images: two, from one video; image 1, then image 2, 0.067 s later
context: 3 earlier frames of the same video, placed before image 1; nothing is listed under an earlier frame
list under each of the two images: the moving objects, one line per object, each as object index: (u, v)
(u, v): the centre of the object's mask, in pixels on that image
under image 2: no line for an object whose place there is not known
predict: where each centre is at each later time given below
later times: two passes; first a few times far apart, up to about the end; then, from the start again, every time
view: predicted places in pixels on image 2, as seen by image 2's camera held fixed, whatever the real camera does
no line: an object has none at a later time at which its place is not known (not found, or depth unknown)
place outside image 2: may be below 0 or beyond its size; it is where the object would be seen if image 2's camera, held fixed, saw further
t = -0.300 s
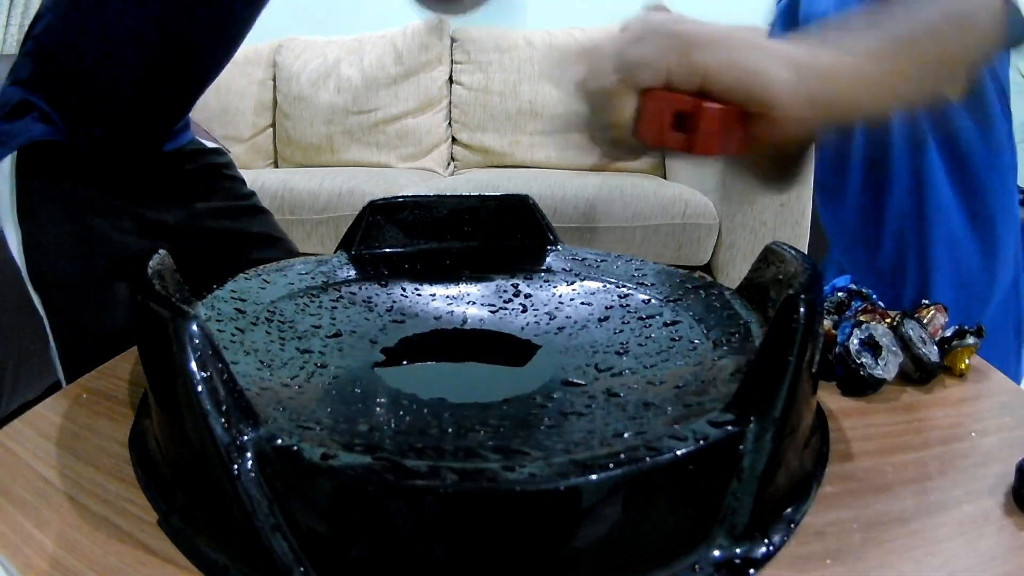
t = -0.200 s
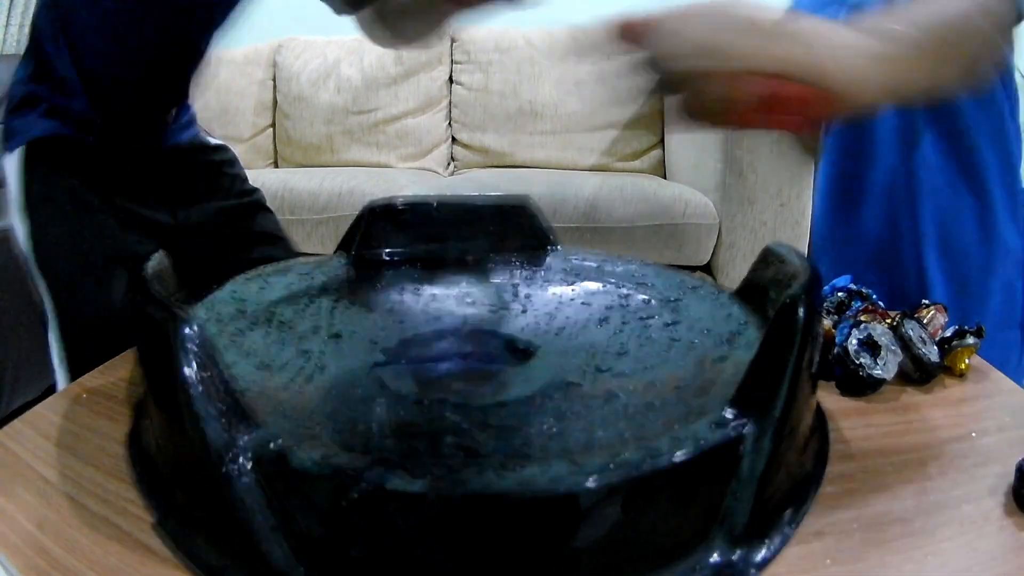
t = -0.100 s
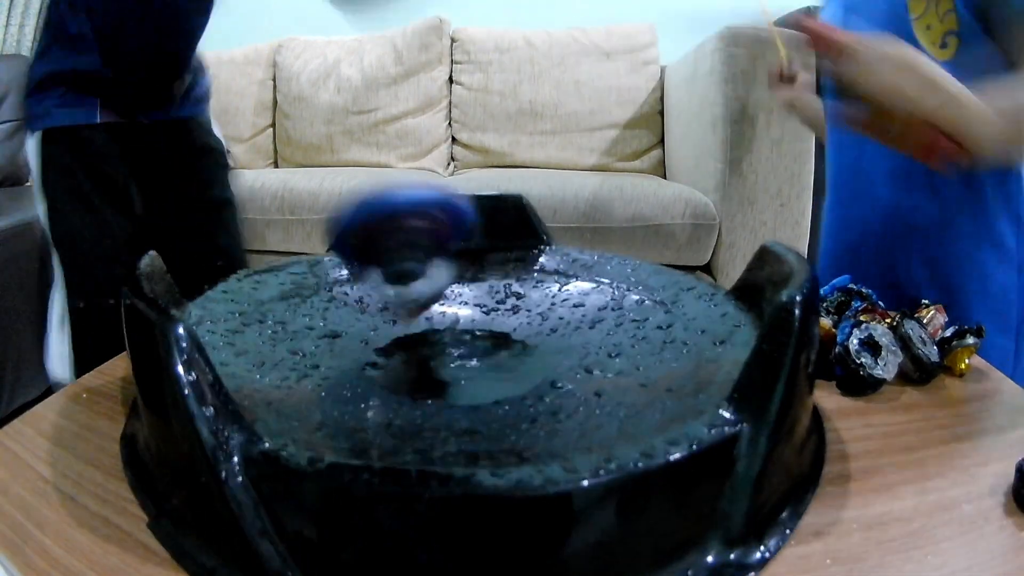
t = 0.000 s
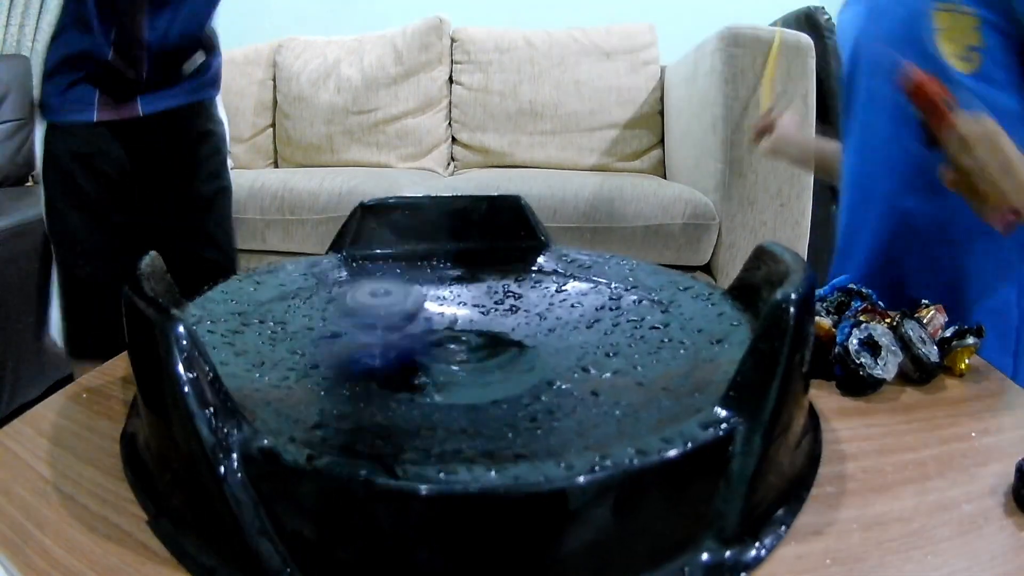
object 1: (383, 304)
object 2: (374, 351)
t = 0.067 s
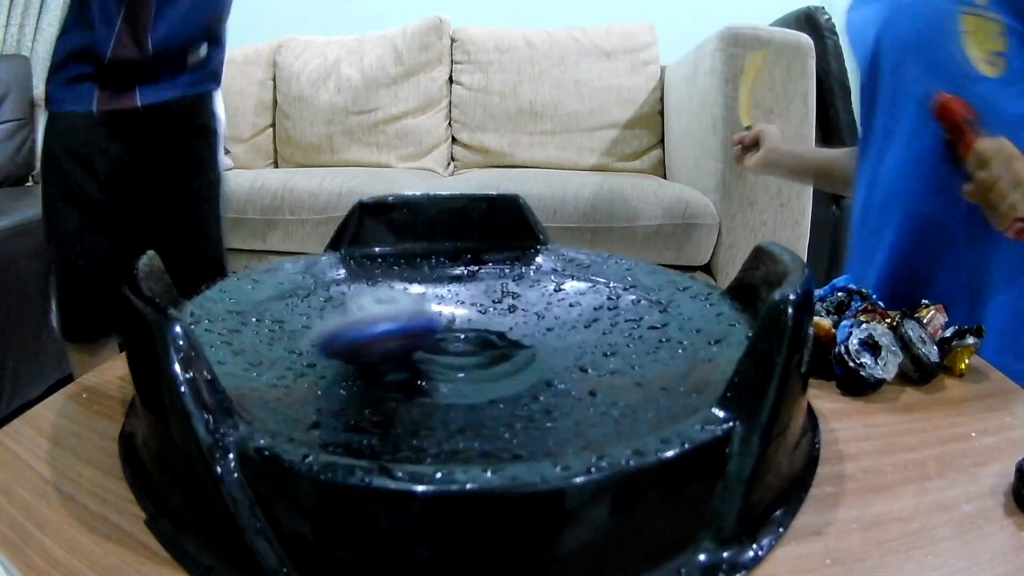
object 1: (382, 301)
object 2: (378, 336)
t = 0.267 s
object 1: (441, 286)
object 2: (479, 347)
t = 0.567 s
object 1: (417, 302)
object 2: (625, 249)
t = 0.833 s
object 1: (513, 316)
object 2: (647, 234)
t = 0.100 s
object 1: (399, 307)
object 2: (388, 332)
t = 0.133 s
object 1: (409, 304)
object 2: (401, 343)
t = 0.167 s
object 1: (423, 296)
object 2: (419, 339)
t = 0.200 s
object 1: (434, 294)
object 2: (442, 353)
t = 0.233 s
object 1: (439, 289)
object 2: (460, 352)
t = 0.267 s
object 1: (441, 286)
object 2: (479, 347)
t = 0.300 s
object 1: (442, 284)
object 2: (496, 341)
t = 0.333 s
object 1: (440, 282)
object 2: (508, 335)
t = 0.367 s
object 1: (435, 283)
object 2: (545, 319)
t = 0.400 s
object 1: (429, 284)
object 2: (566, 304)
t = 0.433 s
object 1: (423, 287)
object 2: (584, 290)
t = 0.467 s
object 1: (417, 289)
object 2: (598, 276)
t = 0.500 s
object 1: (415, 292)
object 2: (611, 264)
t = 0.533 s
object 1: (415, 296)
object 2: (618, 256)
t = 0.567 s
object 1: (417, 302)
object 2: (625, 249)
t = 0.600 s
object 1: (423, 306)
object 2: (631, 245)
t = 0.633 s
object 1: (435, 311)
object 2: (635, 240)
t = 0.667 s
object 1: (450, 314)
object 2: (638, 236)
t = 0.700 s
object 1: (462, 314)
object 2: (639, 234)
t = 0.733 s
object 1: (474, 315)
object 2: (640, 233)
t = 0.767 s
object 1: (488, 319)
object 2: (641, 233)
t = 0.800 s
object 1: (501, 319)
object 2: (643, 234)
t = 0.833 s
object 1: (513, 316)
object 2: (647, 234)
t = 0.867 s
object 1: (522, 314)
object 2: (651, 241)
